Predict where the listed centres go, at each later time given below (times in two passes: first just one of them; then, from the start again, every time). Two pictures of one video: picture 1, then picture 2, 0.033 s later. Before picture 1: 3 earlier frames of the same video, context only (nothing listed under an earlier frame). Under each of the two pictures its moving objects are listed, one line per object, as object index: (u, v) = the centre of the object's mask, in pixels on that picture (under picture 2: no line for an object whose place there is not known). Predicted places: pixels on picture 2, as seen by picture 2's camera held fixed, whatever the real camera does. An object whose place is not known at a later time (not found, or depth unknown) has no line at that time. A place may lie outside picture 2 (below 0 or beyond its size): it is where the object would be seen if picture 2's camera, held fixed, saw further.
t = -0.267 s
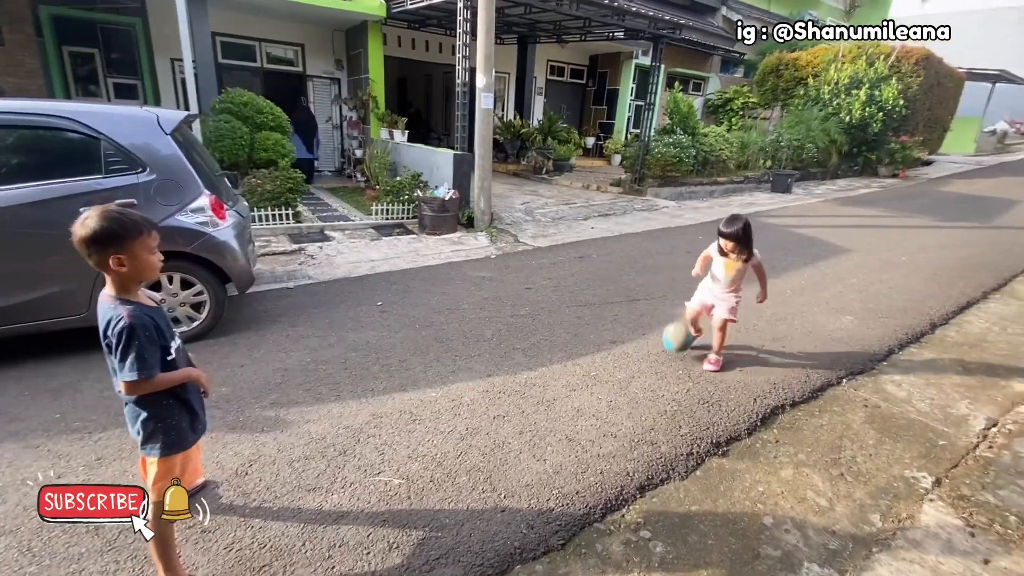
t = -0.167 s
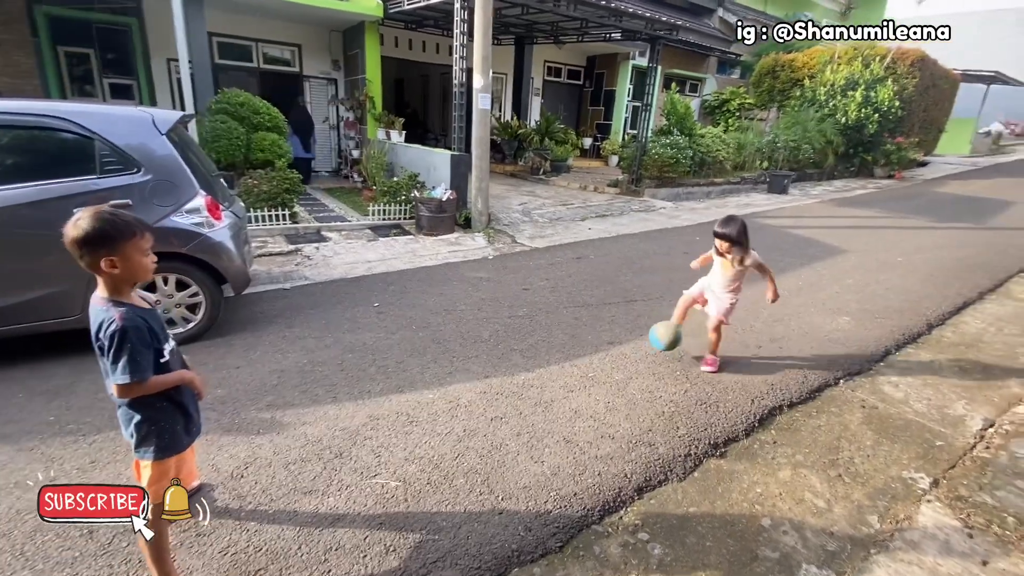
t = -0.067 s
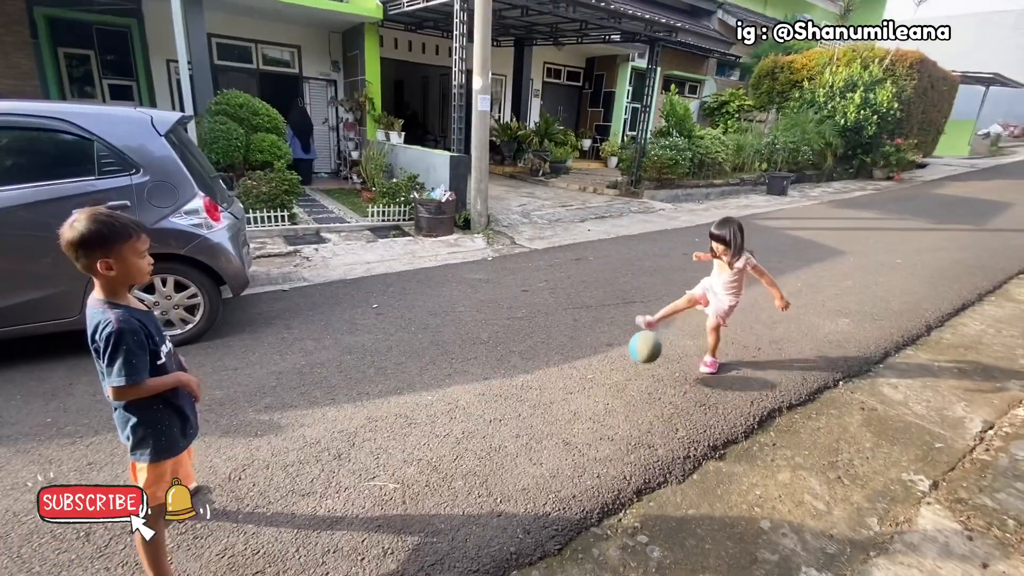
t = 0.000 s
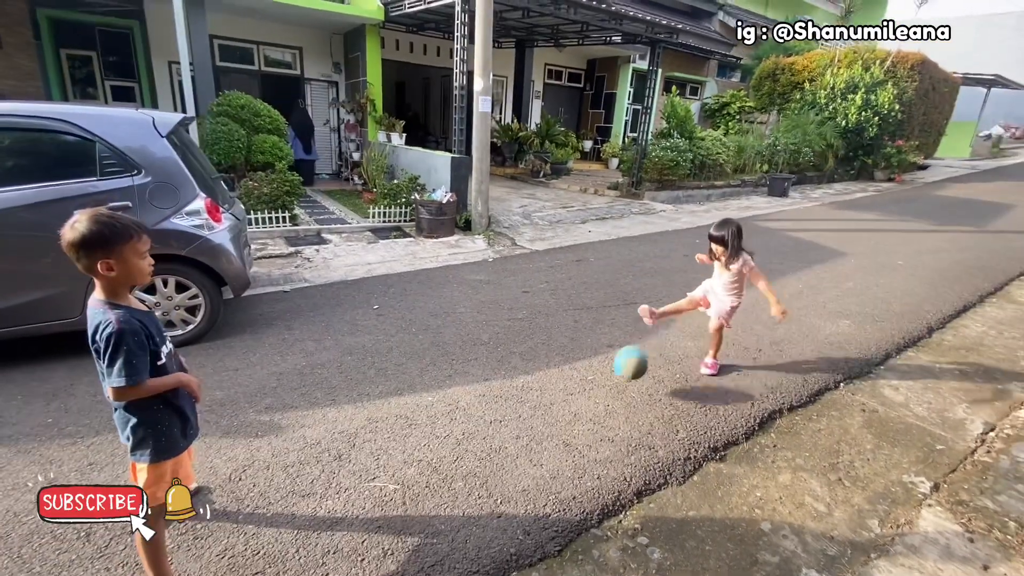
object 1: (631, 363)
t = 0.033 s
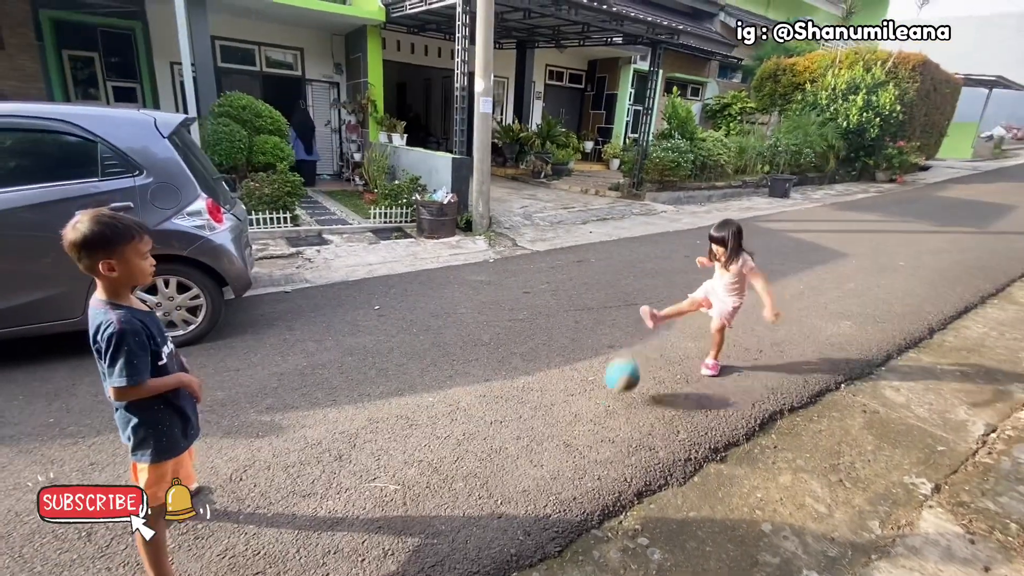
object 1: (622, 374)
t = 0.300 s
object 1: (572, 415)
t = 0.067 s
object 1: (613, 388)
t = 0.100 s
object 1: (607, 396)
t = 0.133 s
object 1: (602, 394)
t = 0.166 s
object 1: (598, 393)
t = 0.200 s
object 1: (592, 396)
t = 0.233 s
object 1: (586, 401)
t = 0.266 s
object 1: (579, 406)
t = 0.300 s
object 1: (572, 415)
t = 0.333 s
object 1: (565, 424)
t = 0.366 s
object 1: (558, 439)
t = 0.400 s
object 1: (550, 441)
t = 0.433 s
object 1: (543, 444)
